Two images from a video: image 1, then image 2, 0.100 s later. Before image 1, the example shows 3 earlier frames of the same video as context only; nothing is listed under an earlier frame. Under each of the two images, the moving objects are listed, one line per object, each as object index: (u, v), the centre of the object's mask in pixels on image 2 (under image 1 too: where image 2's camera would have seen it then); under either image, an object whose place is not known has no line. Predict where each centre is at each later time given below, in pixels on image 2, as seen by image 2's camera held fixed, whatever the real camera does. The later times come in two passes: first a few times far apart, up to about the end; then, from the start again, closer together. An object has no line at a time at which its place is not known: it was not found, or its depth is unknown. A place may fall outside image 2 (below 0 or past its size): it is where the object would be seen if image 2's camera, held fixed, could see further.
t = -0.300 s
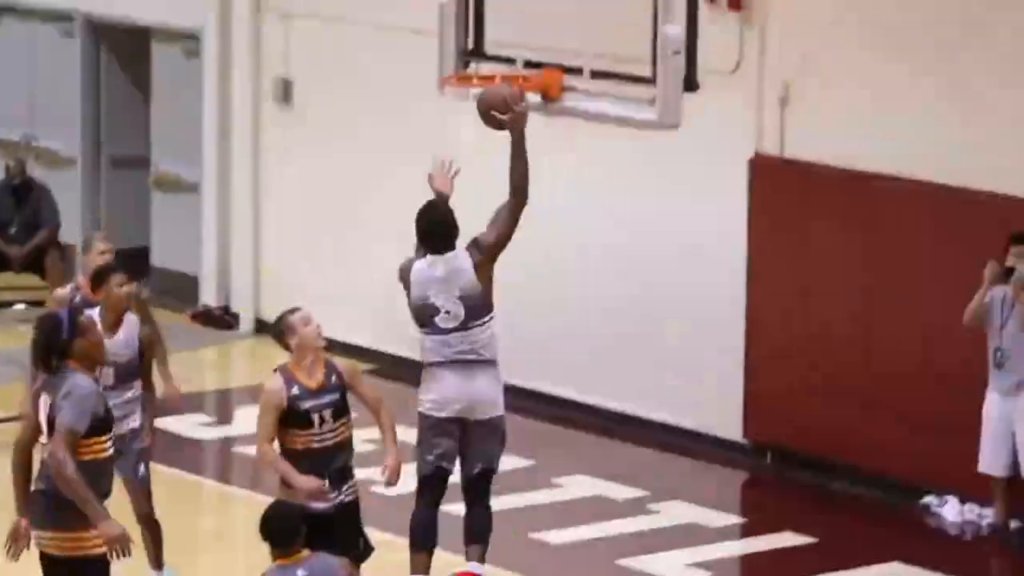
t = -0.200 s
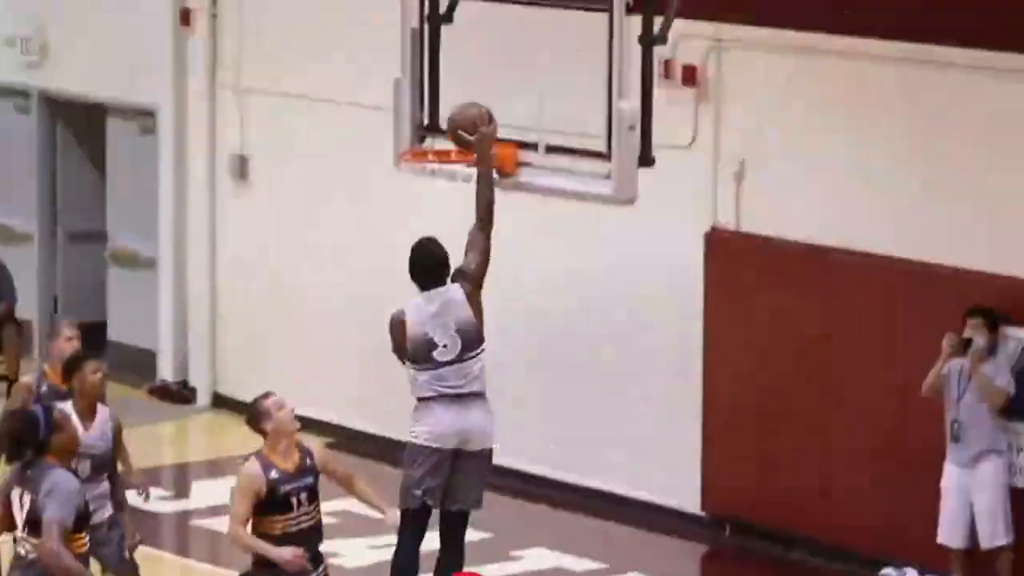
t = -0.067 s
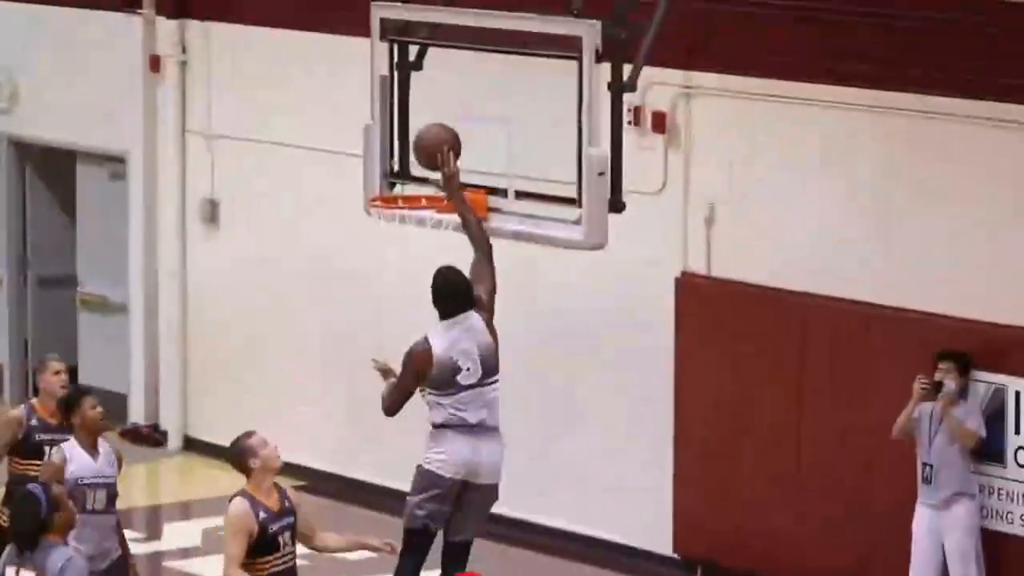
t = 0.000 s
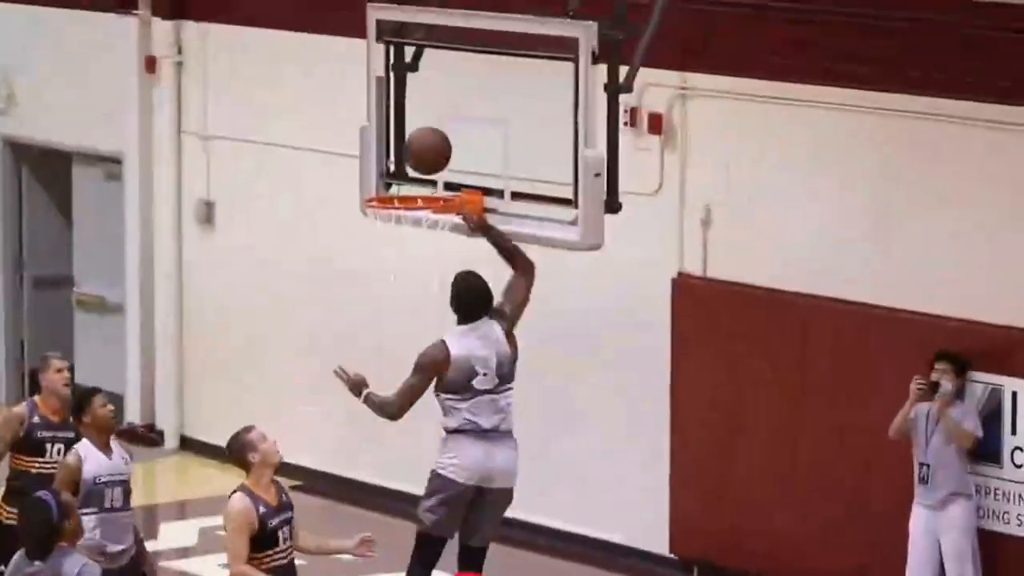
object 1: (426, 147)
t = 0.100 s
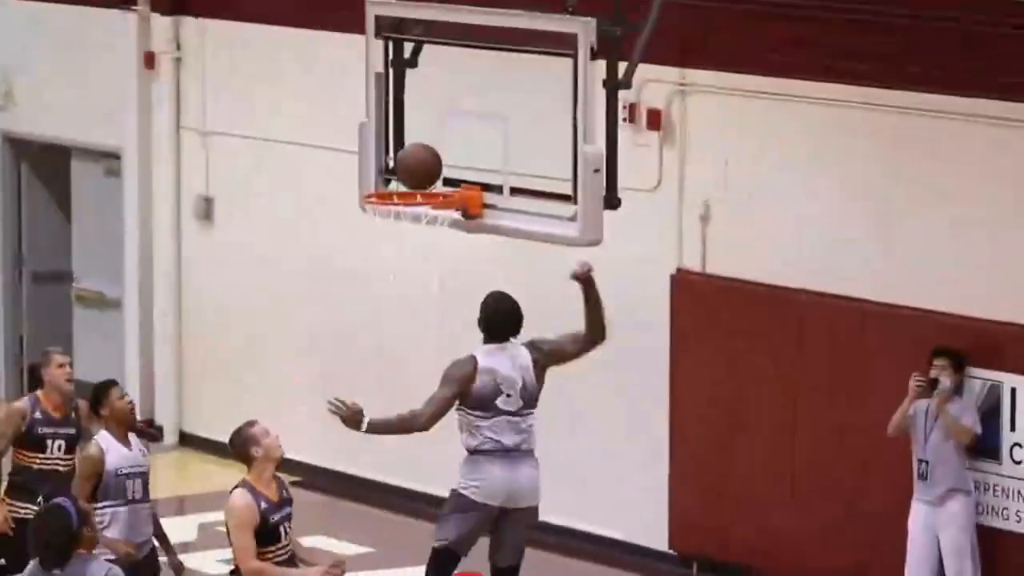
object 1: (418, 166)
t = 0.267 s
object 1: (398, 227)
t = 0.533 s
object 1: (409, 249)
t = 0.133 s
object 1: (415, 178)
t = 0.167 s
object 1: (412, 185)
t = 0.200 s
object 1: (407, 200)
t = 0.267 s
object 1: (398, 227)
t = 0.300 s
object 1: (394, 237)
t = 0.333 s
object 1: (393, 240)
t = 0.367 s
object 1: (395, 238)
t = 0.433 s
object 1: (400, 238)
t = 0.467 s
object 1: (403, 239)
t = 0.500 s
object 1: (406, 244)
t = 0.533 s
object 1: (409, 249)
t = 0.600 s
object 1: (414, 260)
